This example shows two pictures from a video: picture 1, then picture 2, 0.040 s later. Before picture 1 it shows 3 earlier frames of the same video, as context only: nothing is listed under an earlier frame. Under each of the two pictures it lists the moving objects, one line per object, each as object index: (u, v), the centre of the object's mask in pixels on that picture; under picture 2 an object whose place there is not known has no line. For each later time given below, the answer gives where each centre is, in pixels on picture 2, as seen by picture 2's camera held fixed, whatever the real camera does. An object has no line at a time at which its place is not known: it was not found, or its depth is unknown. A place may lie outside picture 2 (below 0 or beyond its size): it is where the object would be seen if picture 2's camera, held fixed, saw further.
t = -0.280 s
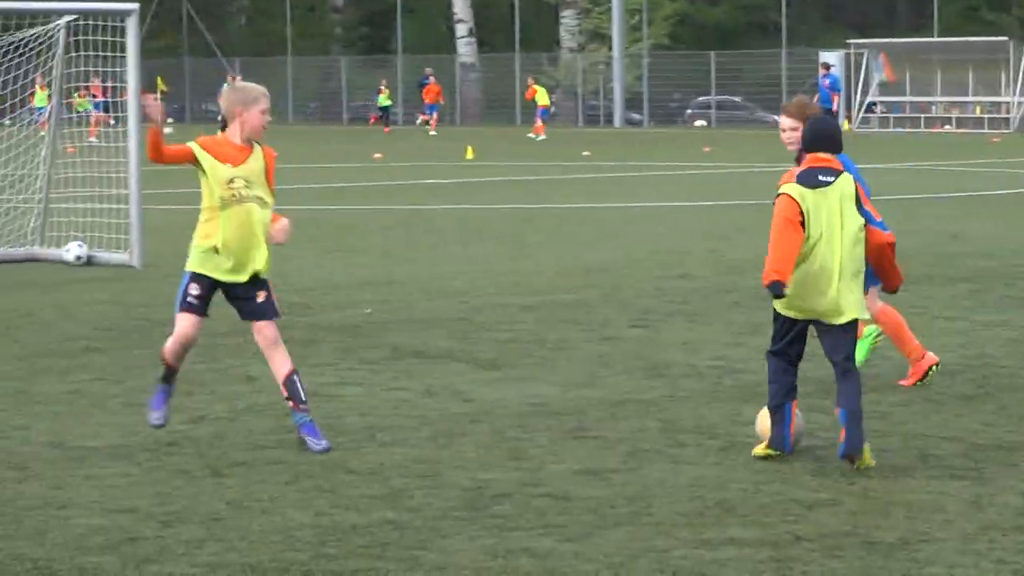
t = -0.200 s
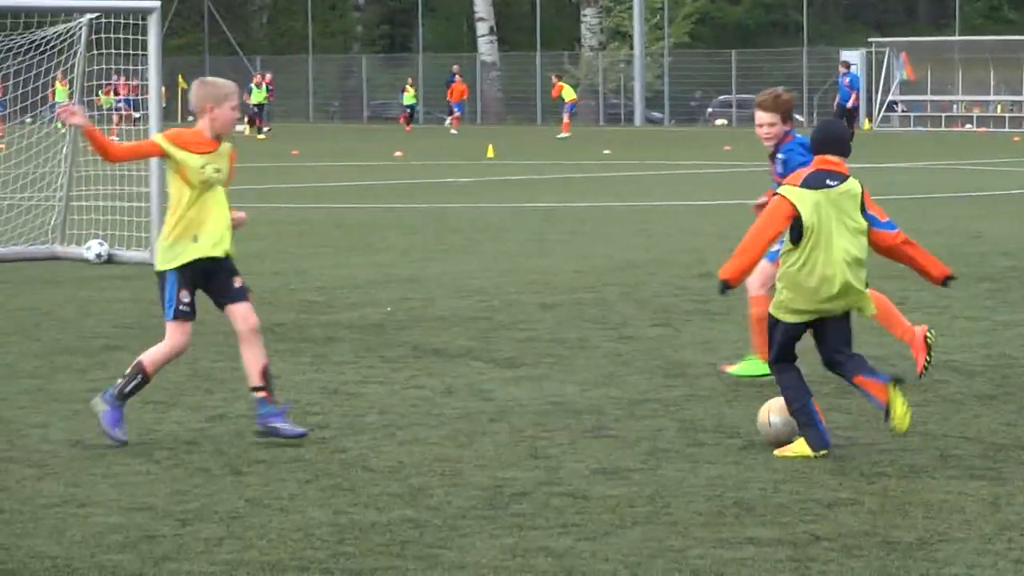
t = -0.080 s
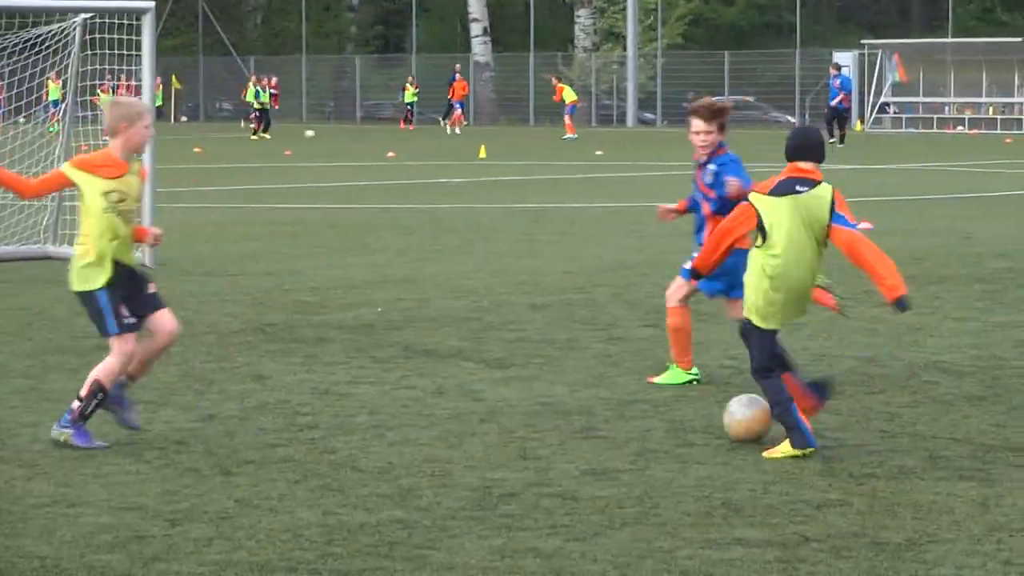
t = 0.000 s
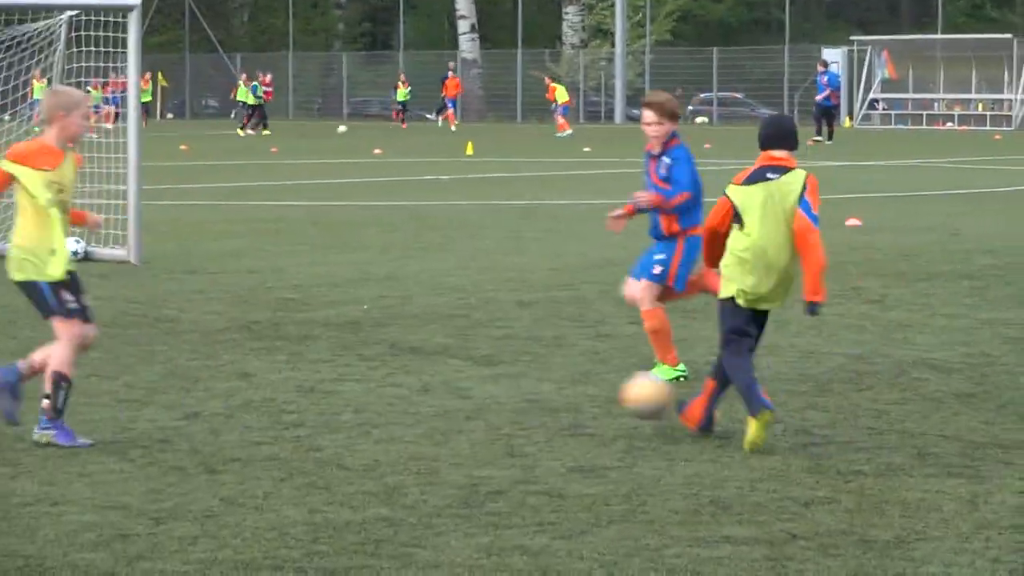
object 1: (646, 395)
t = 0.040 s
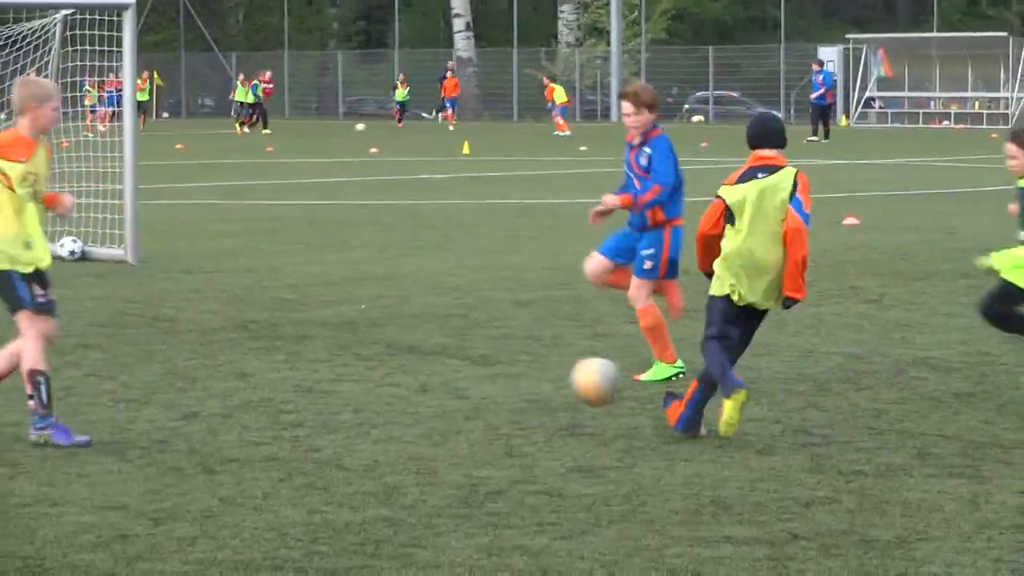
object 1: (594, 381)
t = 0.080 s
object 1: (546, 371)
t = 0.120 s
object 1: (498, 366)
